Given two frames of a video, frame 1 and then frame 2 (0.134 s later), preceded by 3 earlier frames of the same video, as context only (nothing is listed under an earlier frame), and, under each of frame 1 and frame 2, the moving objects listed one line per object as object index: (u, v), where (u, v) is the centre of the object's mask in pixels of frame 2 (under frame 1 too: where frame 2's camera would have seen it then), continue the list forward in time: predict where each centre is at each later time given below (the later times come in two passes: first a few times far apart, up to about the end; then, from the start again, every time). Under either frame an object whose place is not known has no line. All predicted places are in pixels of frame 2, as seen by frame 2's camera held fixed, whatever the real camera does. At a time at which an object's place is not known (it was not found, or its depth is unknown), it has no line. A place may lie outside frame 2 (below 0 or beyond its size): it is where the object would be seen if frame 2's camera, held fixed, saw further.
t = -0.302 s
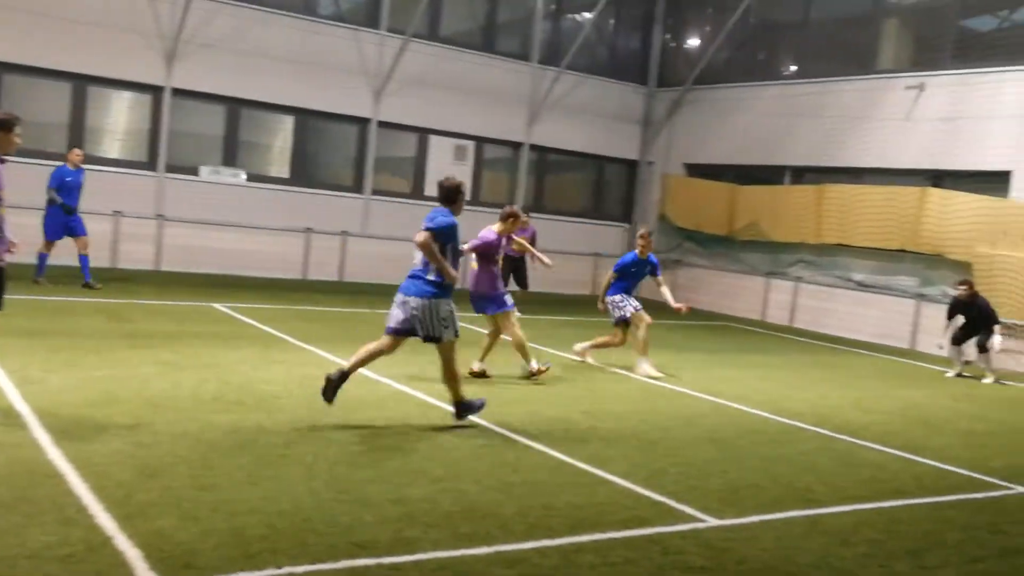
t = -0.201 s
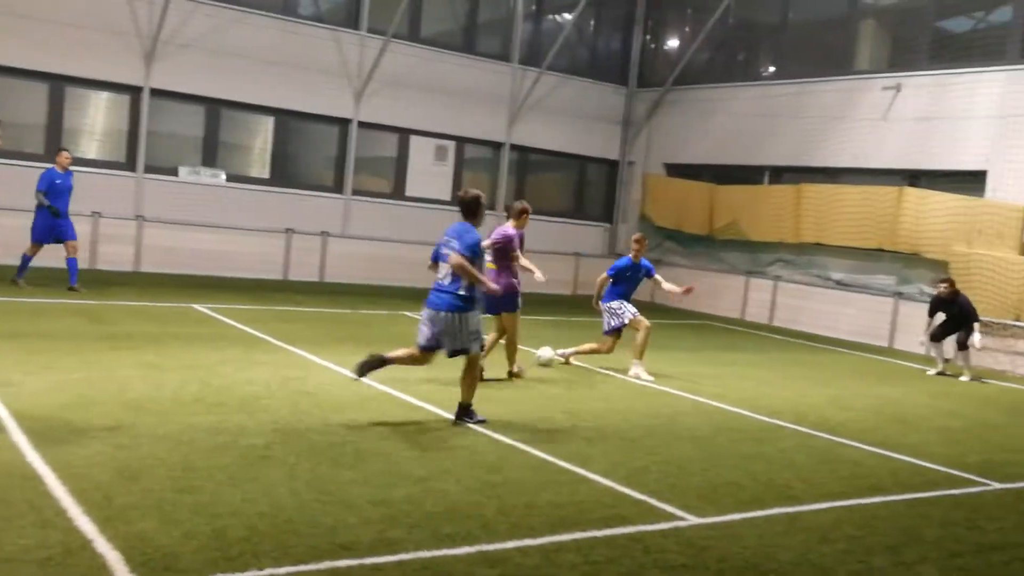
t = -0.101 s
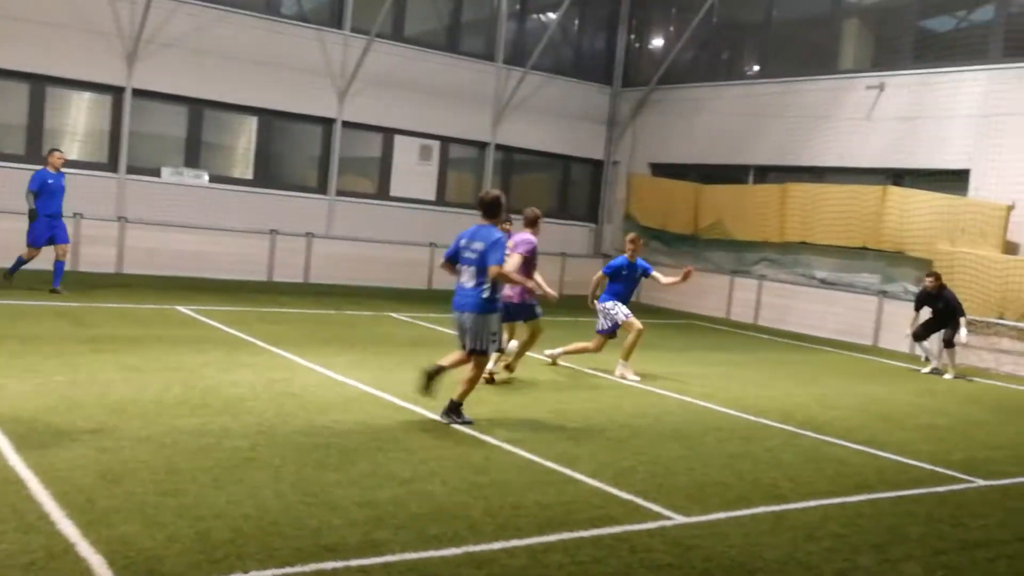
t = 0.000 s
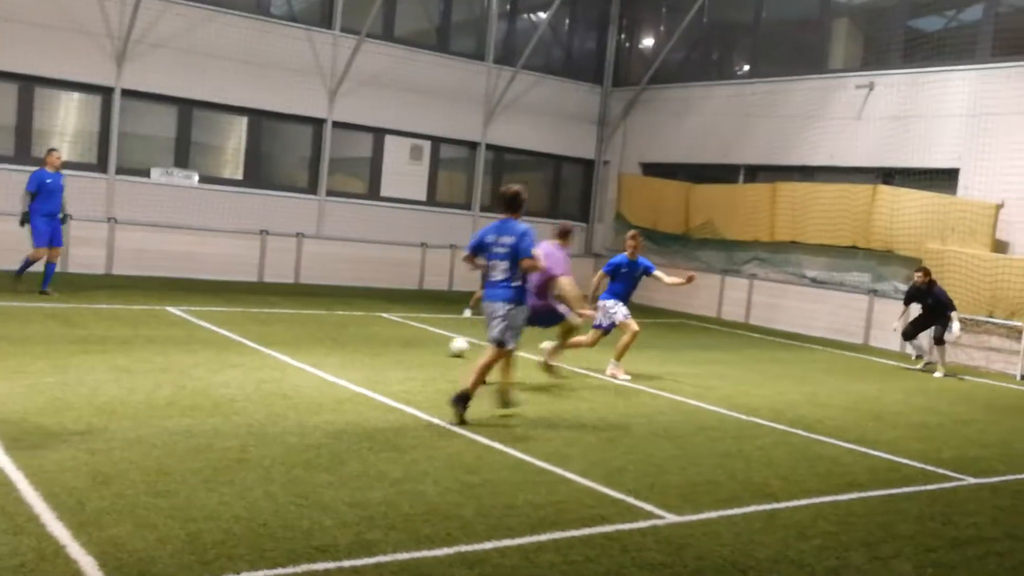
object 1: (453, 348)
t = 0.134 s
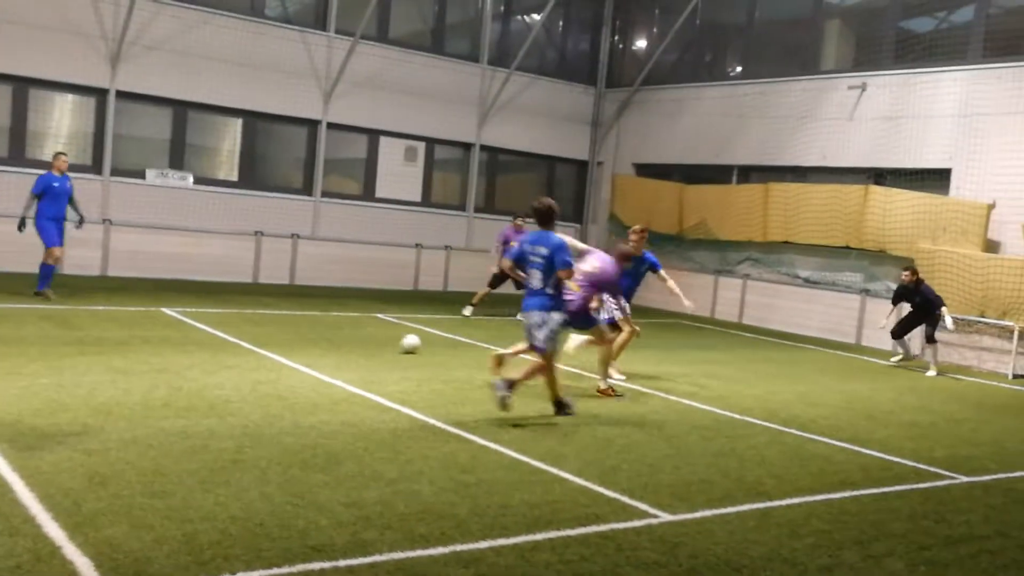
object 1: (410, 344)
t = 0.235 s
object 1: (382, 342)
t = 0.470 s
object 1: (324, 337)
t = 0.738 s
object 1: (260, 331)
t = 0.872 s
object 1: (230, 328)
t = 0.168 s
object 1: (399, 344)
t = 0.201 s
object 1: (391, 343)
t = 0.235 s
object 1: (382, 342)
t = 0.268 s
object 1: (372, 341)
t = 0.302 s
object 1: (364, 340)
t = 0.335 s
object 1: (356, 340)
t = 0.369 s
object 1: (348, 339)
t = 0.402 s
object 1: (340, 338)
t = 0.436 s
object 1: (332, 337)
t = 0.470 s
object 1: (324, 337)
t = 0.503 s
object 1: (315, 336)
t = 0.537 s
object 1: (308, 336)
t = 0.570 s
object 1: (299, 334)
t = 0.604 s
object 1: (292, 334)
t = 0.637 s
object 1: (284, 333)
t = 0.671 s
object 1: (275, 332)
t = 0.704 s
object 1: (268, 332)
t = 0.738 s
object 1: (260, 331)
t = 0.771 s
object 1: (253, 330)
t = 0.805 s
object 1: (245, 330)
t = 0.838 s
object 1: (237, 329)
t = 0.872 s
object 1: (230, 328)
